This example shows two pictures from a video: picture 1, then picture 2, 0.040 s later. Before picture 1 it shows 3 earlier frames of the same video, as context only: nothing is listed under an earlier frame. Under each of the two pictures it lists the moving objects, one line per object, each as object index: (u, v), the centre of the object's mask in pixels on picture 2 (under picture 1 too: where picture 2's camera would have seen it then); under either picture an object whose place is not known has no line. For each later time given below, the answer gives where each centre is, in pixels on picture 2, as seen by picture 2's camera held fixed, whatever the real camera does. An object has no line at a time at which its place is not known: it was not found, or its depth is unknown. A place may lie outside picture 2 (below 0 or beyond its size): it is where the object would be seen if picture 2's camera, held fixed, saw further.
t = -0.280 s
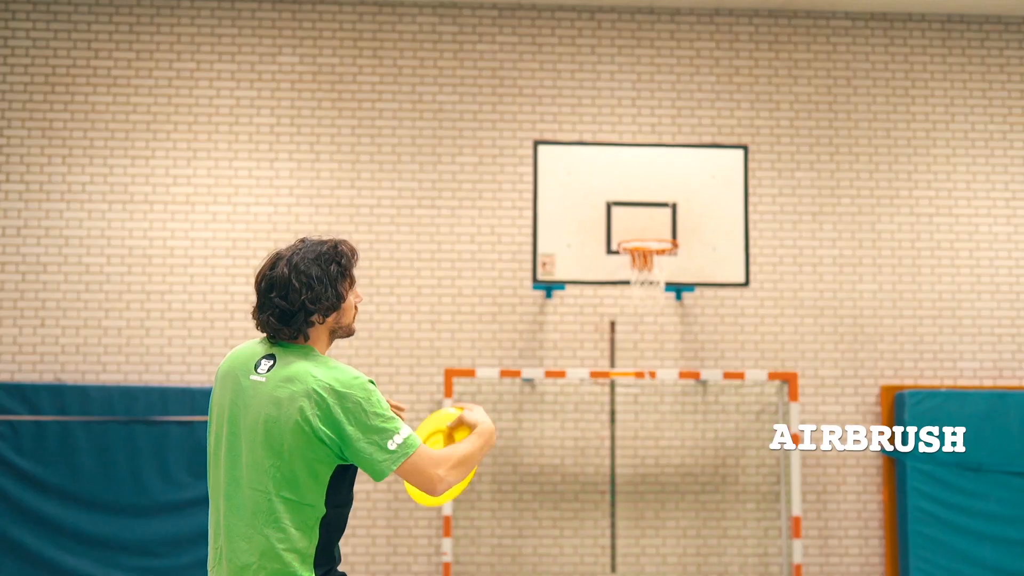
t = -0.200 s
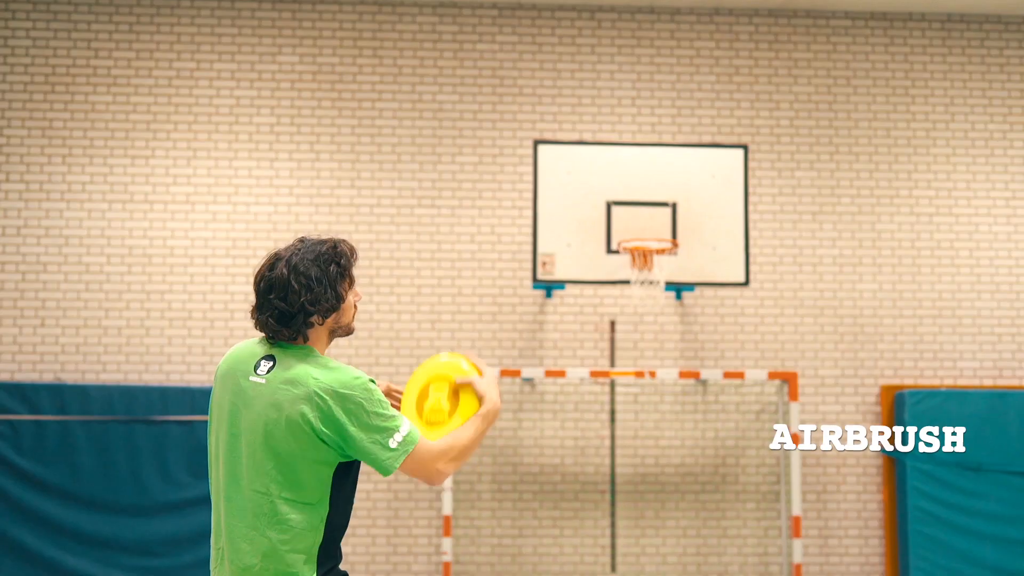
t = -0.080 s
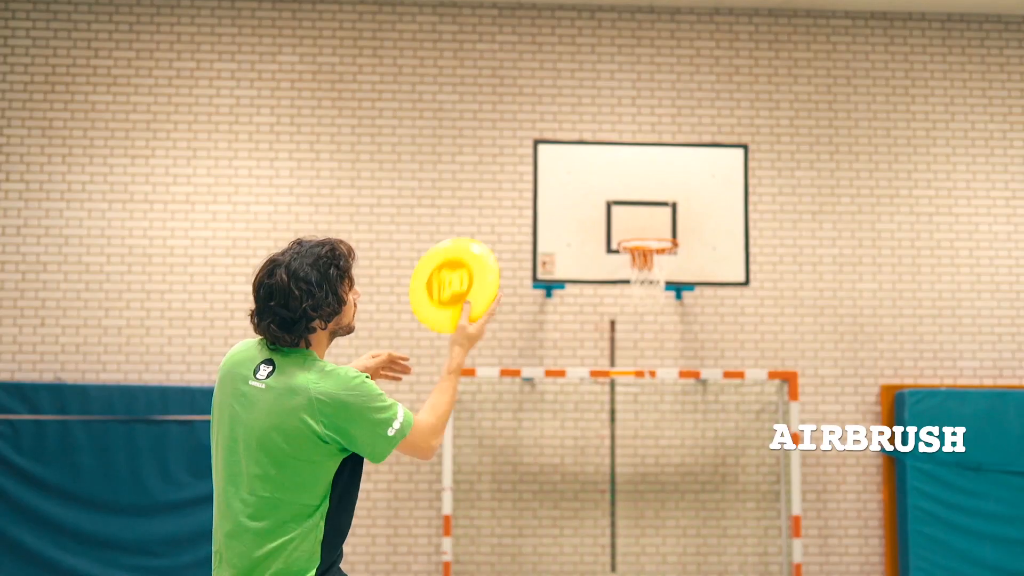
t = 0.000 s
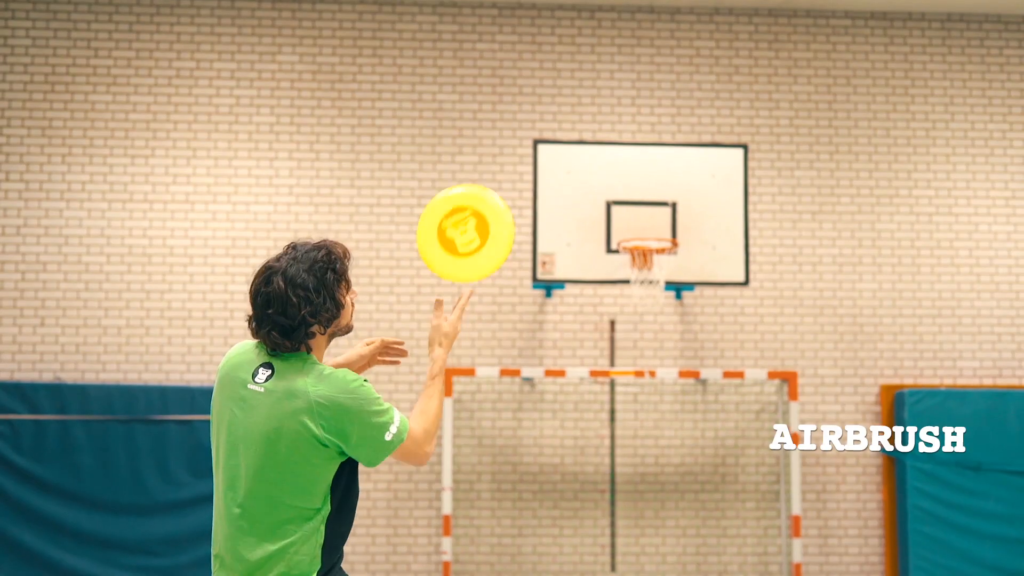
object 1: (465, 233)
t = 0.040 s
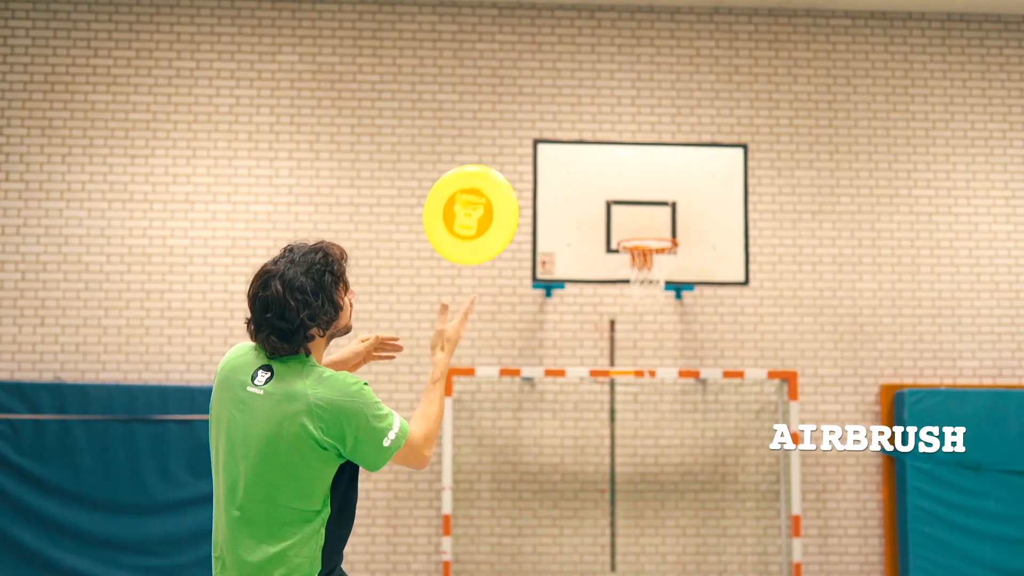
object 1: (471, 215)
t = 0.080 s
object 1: (476, 203)
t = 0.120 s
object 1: (481, 197)
